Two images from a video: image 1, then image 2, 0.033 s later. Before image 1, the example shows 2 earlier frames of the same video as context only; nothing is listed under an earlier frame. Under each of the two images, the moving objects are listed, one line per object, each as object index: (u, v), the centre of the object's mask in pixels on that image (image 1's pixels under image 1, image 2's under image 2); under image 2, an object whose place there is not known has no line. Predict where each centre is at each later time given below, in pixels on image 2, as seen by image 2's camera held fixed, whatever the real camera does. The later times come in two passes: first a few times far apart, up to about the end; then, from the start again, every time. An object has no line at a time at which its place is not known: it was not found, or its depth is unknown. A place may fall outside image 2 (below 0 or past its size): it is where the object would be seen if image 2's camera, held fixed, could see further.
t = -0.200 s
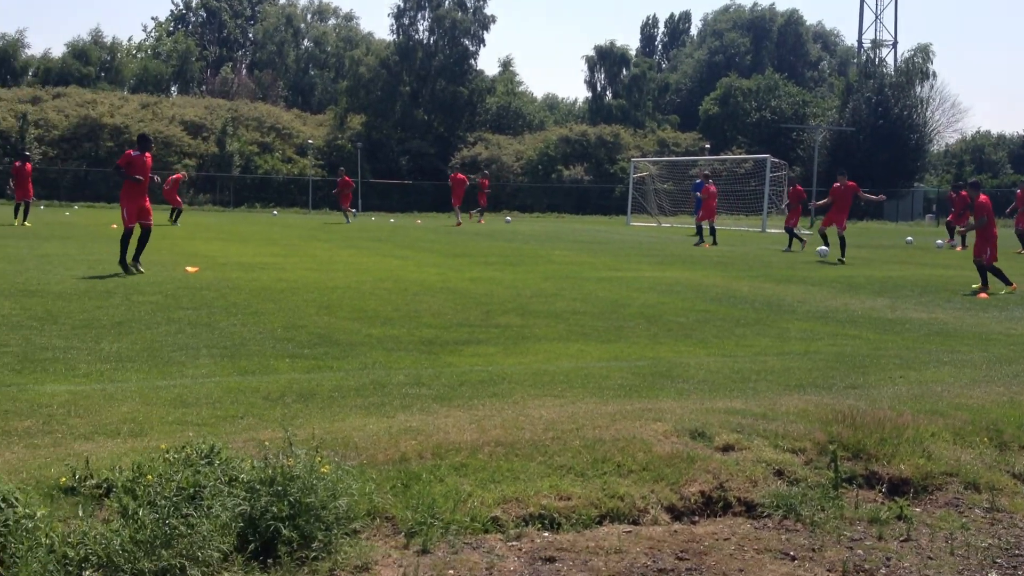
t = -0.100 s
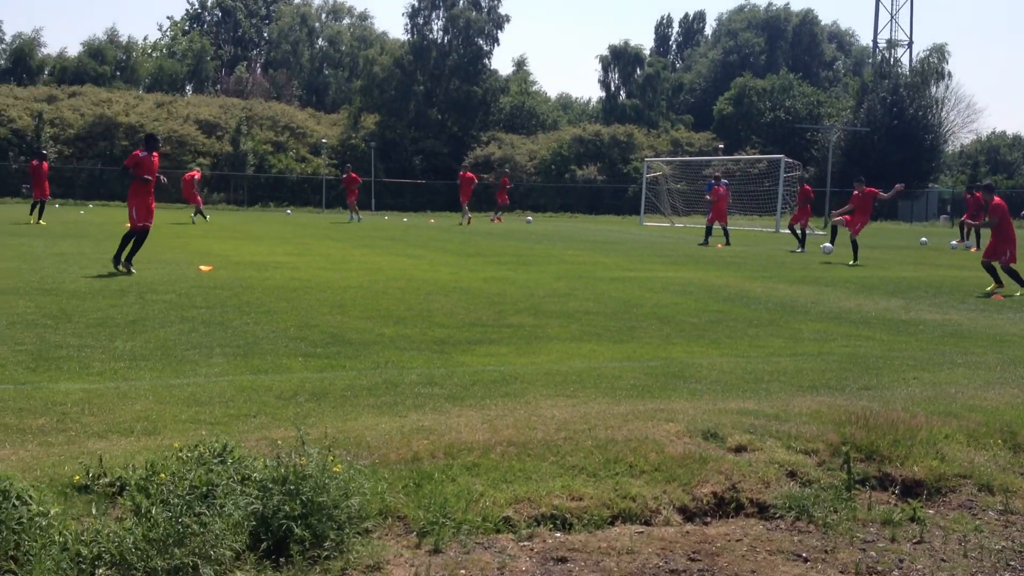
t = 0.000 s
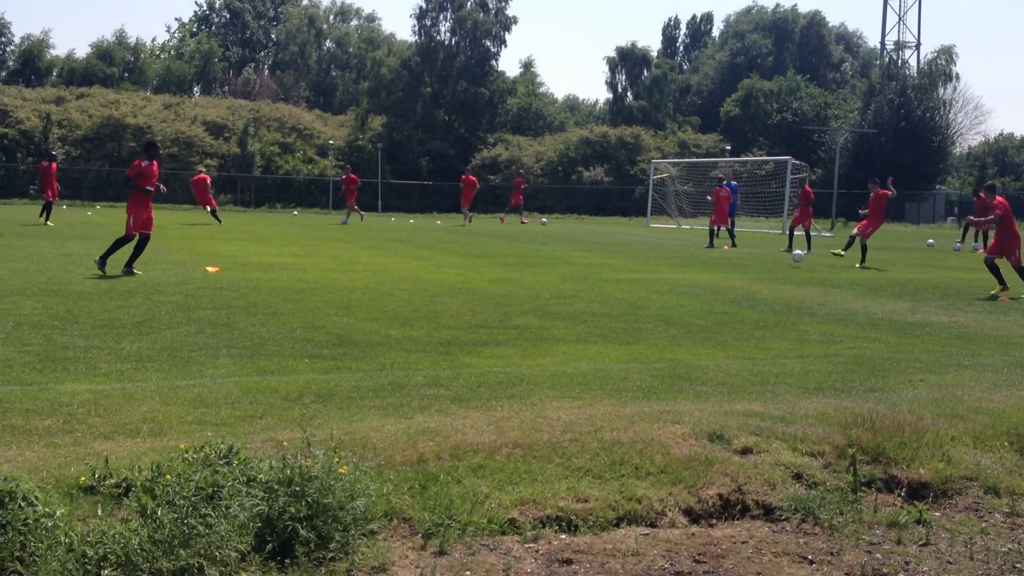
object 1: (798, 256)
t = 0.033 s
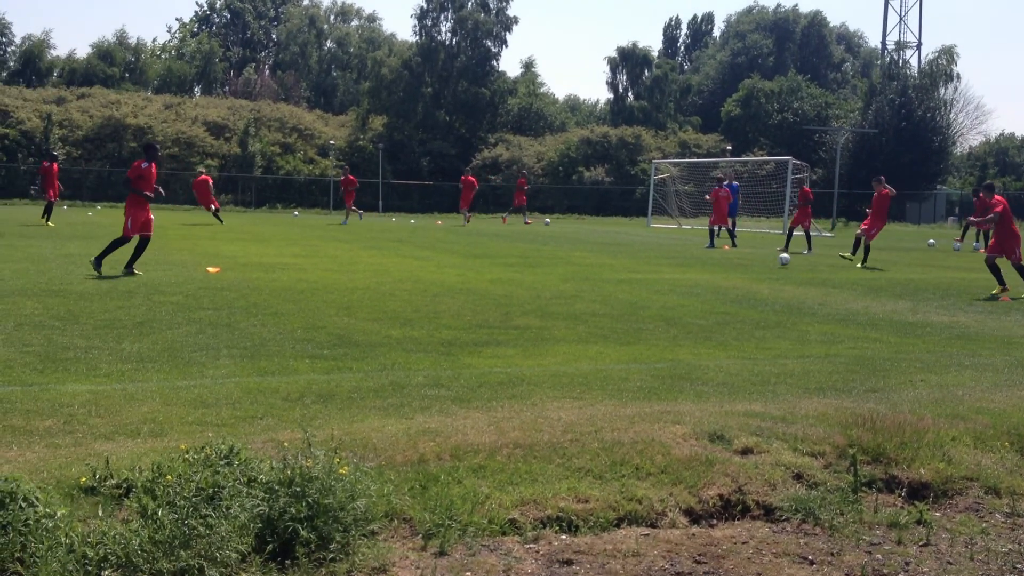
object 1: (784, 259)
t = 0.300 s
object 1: (685, 259)
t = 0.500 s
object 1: (613, 264)
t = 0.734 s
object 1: (534, 273)
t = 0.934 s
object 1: (457, 277)
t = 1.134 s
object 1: (376, 280)
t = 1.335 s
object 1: (288, 283)
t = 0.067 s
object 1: (769, 263)
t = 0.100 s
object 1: (757, 263)
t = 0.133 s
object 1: (746, 260)
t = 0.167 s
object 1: (734, 258)
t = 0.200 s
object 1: (722, 257)
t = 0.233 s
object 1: (710, 257)
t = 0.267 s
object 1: (698, 257)
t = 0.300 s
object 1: (685, 259)
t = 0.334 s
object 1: (672, 261)
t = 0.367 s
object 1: (659, 264)
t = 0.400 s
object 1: (645, 268)
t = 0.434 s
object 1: (633, 268)
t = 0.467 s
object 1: (623, 265)
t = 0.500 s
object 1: (613, 264)
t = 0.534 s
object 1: (602, 263)
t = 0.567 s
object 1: (592, 263)
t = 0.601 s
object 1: (580, 264)
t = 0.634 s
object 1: (569, 265)
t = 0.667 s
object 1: (558, 267)
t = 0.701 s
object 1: (546, 270)
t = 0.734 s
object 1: (534, 273)
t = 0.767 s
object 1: (521, 272)
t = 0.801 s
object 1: (509, 272)
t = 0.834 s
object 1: (497, 272)
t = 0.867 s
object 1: (484, 272)
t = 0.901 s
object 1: (470, 275)
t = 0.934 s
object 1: (457, 277)
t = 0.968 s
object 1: (444, 277)
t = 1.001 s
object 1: (430, 277)
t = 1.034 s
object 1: (417, 277)
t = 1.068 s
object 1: (404, 278)
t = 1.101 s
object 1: (390, 279)
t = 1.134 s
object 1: (376, 280)
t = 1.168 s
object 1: (362, 279)
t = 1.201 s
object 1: (348, 279)
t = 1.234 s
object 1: (333, 278)
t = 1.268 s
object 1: (318, 280)
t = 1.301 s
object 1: (303, 282)
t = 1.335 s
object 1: (288, 283)
